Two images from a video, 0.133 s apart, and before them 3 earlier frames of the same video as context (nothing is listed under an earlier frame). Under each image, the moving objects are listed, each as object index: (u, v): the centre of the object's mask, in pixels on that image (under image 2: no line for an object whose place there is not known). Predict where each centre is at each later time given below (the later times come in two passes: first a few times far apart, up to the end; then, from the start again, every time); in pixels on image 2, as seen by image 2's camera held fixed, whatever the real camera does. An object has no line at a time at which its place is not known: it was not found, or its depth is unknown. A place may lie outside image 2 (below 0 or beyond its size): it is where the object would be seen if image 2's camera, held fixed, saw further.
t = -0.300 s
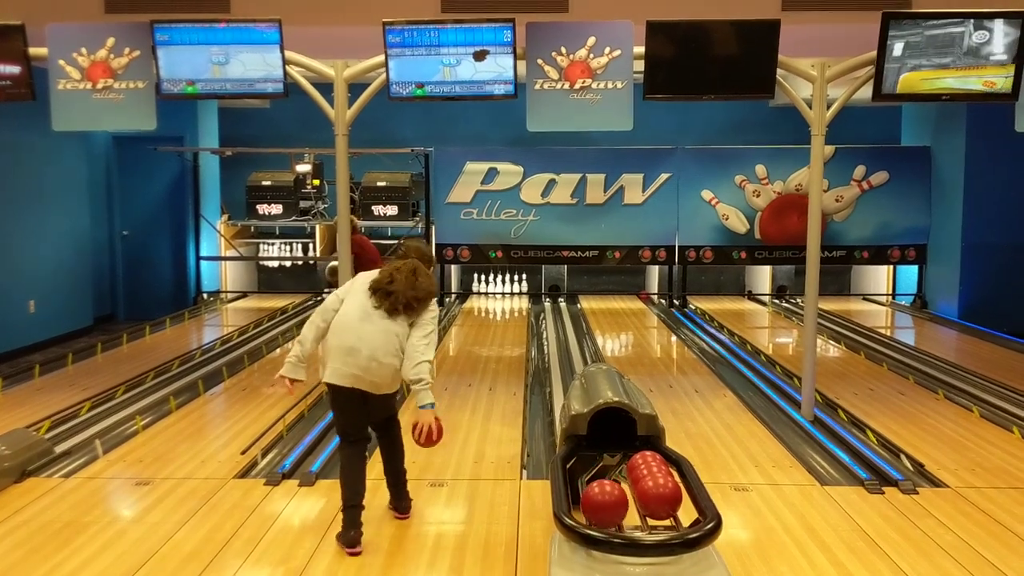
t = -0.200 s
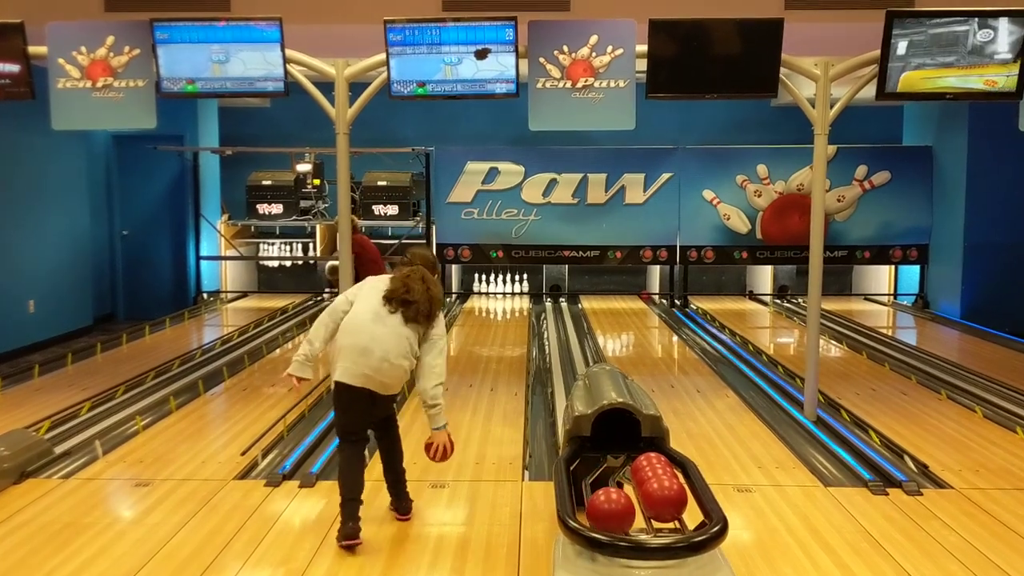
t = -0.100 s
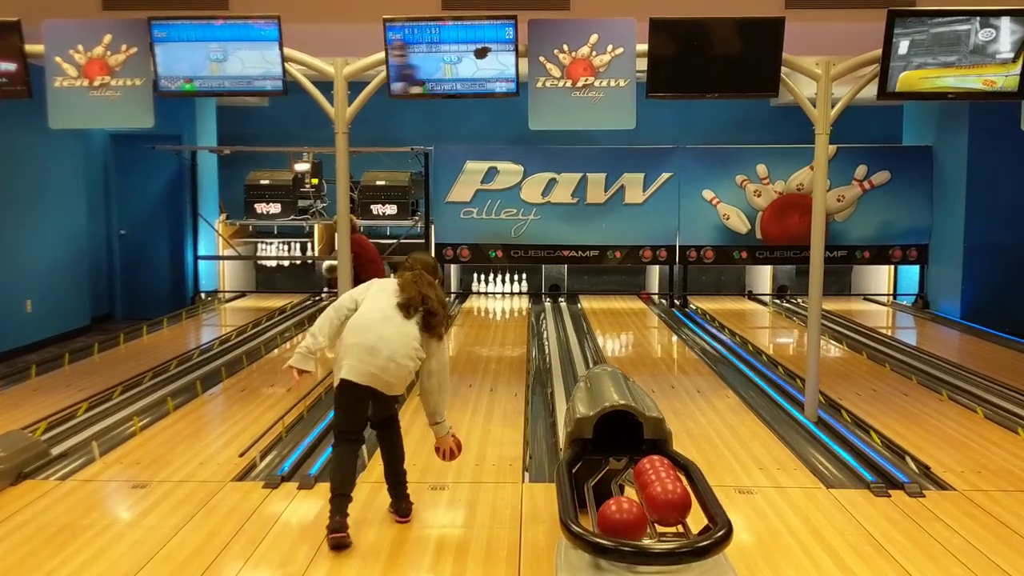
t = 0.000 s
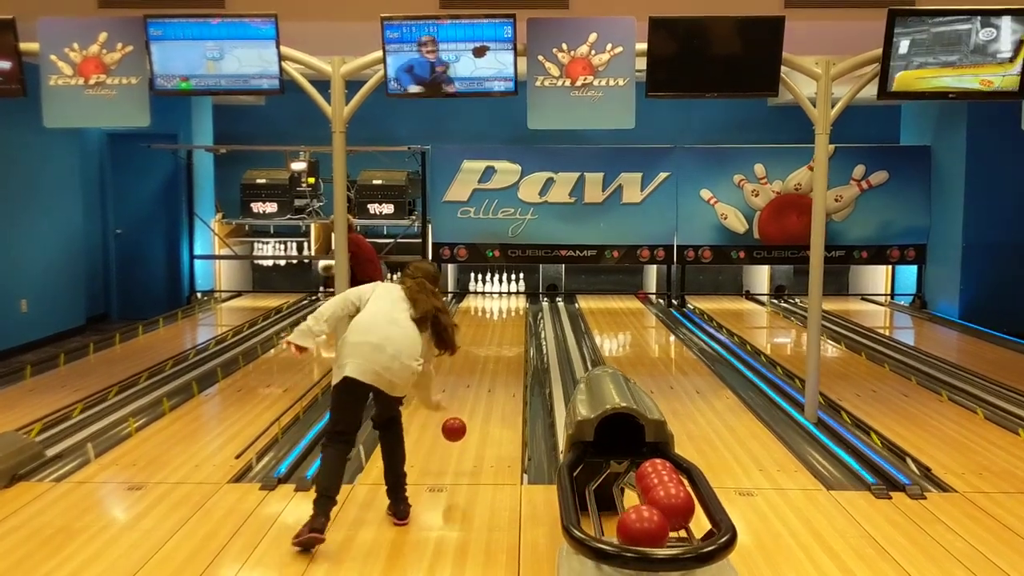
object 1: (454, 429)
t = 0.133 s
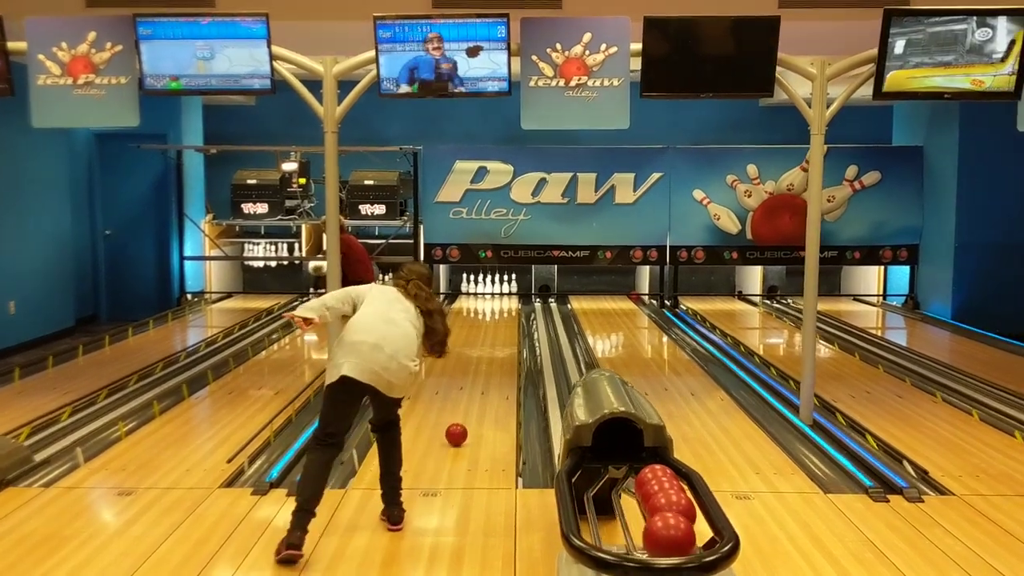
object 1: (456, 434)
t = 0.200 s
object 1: (460, 421)
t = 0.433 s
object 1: (469, 387)
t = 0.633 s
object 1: (475, 367)
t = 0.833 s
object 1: (480, 352)
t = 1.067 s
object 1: (485, 337)
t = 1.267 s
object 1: (488, 326)
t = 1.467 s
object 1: (491, 317)
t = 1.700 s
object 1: (494, 308)
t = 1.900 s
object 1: (496, 301)
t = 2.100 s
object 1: (498, 294)
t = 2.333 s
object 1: (509, 290)
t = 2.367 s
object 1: (511, 290)
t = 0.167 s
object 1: (458, 427)
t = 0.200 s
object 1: (460, 421)
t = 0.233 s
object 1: (461, 416)
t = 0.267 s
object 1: (463, 410)
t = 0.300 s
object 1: (464, 405)
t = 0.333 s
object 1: (465, 400)
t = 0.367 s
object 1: (467, 396)
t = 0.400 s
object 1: (468, 391)
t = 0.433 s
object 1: (469, 387)
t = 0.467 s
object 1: (470, 383)
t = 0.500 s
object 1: (471, 380)
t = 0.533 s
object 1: (472, 376)
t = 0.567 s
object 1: (473, 373)
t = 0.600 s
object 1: (474, 370)
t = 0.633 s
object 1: (475, 367)
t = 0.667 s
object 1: (476, 364)
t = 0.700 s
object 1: (477, 362)
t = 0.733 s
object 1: (477, 359)
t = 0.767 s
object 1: (478, 357)
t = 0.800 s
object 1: (479, 354)
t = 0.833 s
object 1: (480, 352)
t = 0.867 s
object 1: (480, 350)
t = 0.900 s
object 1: (481, 347)
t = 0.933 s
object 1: (482, 346)
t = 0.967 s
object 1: (483, 343)
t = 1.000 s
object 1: (483, 341)
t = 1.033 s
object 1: (484, 339)
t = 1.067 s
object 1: (485, 337)
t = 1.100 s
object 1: (485, 335)
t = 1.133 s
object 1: (486, 333)
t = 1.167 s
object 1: (486, 332)
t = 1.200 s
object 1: (487, 330)
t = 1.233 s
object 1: (488, 328)
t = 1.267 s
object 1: (488, 326)
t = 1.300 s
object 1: (489, 324)
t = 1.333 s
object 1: (489, 323)
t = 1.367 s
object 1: (489, 322)
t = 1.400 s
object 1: (490, 320)
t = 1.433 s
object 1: (490, 319)
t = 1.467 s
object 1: (491, 317)
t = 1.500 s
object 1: (492, 316)
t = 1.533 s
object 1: (492, 314)
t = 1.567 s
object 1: (492, 313)
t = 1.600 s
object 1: (493, 312)
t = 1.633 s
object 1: (493, 310)
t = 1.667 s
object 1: (493, 309)
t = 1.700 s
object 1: (494, 308)
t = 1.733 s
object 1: (494, 307)
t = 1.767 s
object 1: (495, 305)
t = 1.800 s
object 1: (495, 304)
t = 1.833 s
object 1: (495, 303)
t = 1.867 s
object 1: (496, 302)
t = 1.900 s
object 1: (496, 301)
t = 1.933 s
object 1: (496, 300)
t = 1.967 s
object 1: (497, 299)
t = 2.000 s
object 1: (497, 299)
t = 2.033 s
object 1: (497, 298)
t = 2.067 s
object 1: (498, 297)
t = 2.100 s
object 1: (498, 294)
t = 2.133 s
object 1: (499, 294)
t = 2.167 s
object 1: (500, 293)
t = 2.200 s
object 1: (502, 291)
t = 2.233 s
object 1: (504, 291)
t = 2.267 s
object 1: (505, 290)
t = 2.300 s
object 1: (507, 290)
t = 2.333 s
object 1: (509, 290)
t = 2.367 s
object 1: (511, 290)
